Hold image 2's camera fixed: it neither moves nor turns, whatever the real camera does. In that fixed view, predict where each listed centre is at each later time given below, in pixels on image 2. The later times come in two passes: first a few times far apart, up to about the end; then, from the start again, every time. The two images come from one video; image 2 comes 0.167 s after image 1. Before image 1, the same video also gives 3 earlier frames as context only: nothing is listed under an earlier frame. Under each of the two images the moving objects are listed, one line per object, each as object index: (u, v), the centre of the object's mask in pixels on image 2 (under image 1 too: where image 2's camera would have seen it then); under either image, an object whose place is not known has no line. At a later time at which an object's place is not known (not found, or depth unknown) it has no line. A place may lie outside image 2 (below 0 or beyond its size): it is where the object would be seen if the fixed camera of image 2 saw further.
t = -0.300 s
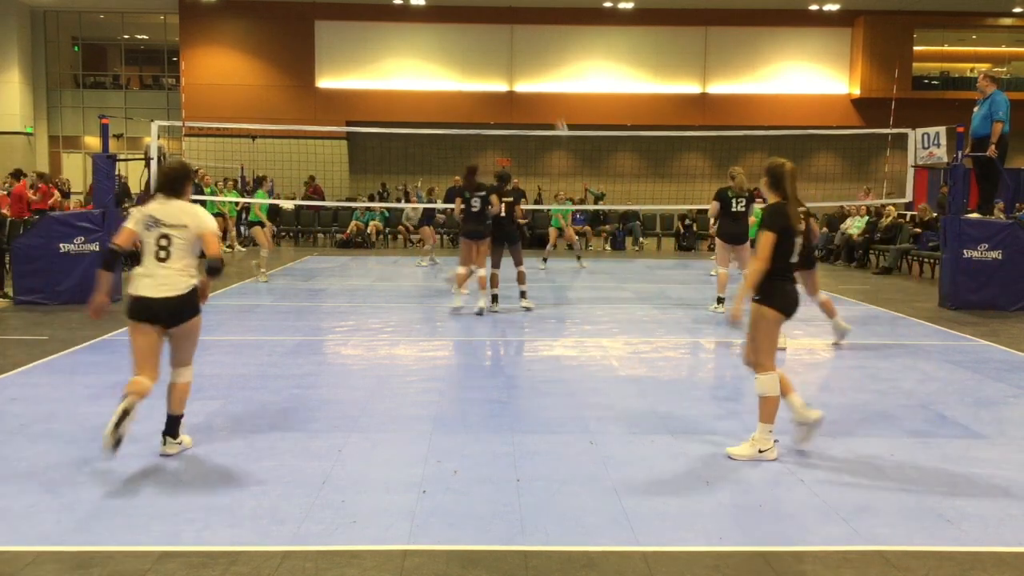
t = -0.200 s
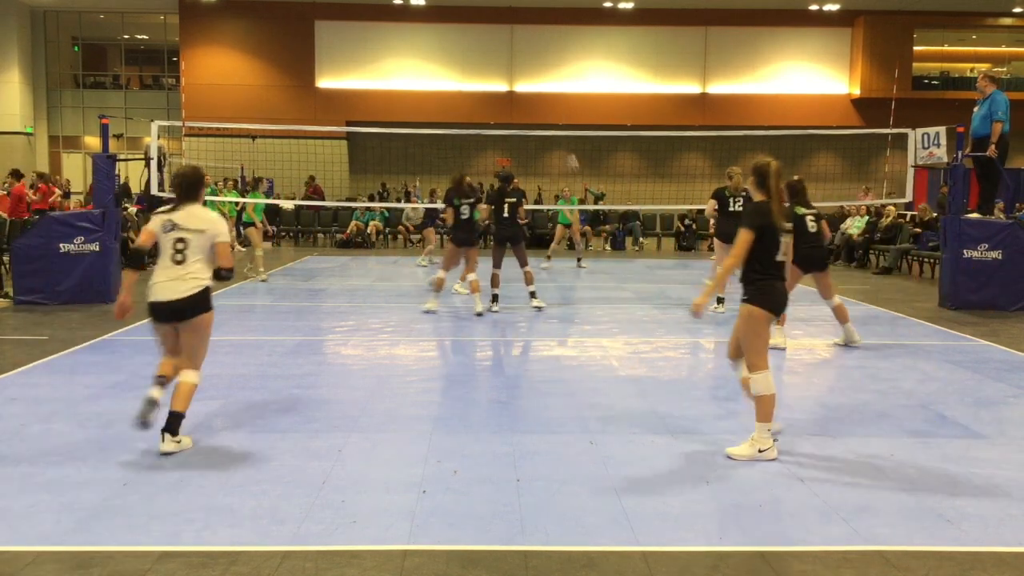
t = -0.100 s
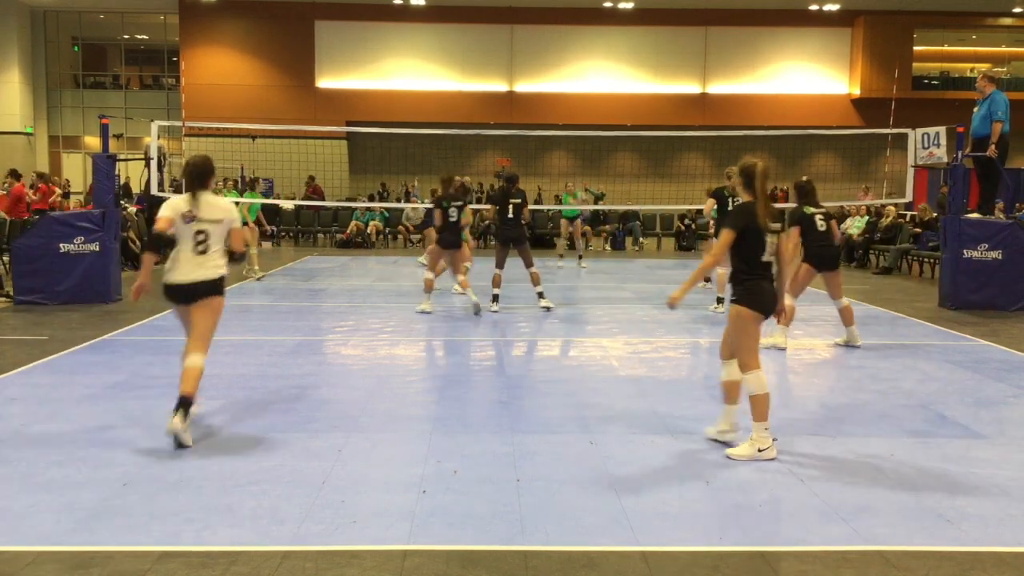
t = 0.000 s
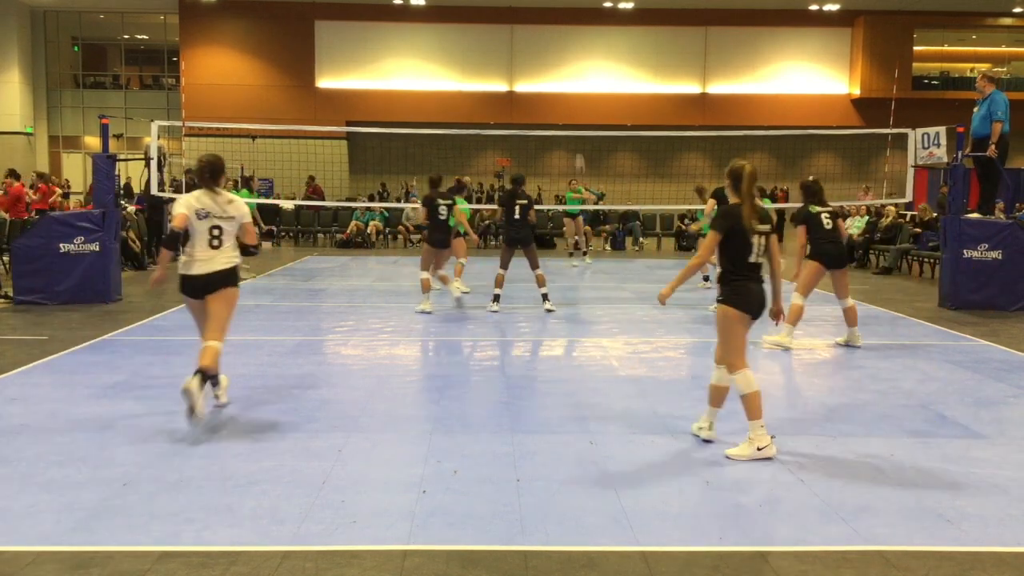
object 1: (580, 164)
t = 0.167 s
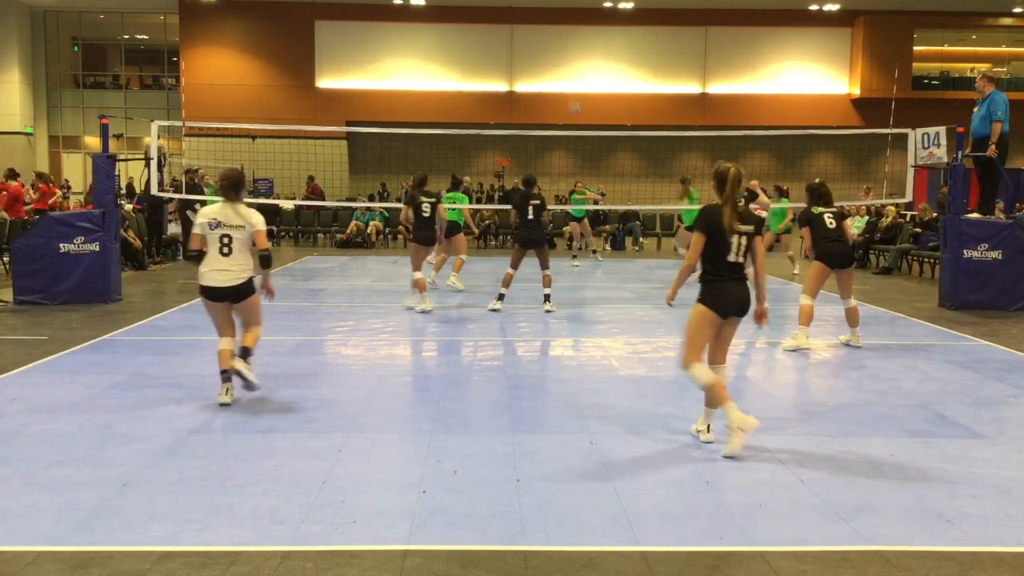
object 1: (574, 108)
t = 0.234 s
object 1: (572, 90)
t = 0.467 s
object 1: (562, 42)
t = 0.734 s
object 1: (548, 25)
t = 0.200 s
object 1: (572, 101)
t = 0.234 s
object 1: (572, 90)
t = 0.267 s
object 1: (570, 81)
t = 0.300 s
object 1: (568, 73)
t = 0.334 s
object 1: (567, 67)
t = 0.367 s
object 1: (566, 61)
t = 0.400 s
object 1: (564, 54)
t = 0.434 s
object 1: (563, 47)
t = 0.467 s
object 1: (562, 42)
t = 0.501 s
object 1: (560, 38)
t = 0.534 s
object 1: (558, 35)
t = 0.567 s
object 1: (557, 31)
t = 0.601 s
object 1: (554, 29)
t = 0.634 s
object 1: (553, 27)
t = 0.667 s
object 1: (551, 26)
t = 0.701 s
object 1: (550, 25)
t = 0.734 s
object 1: (548, 25)
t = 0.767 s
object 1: (546, 26)
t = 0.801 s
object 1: (544, 28)
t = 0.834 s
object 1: (543, 30)
